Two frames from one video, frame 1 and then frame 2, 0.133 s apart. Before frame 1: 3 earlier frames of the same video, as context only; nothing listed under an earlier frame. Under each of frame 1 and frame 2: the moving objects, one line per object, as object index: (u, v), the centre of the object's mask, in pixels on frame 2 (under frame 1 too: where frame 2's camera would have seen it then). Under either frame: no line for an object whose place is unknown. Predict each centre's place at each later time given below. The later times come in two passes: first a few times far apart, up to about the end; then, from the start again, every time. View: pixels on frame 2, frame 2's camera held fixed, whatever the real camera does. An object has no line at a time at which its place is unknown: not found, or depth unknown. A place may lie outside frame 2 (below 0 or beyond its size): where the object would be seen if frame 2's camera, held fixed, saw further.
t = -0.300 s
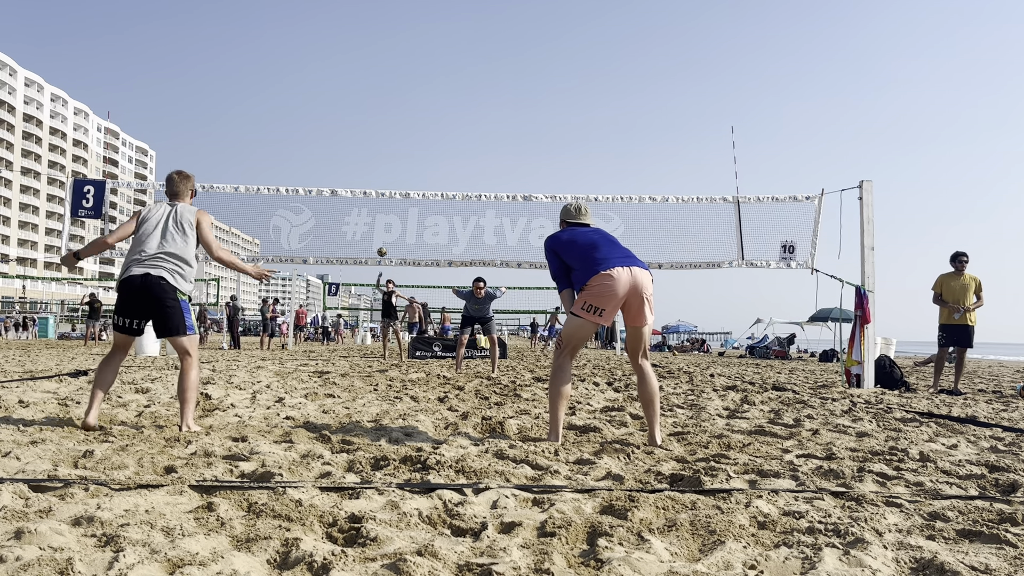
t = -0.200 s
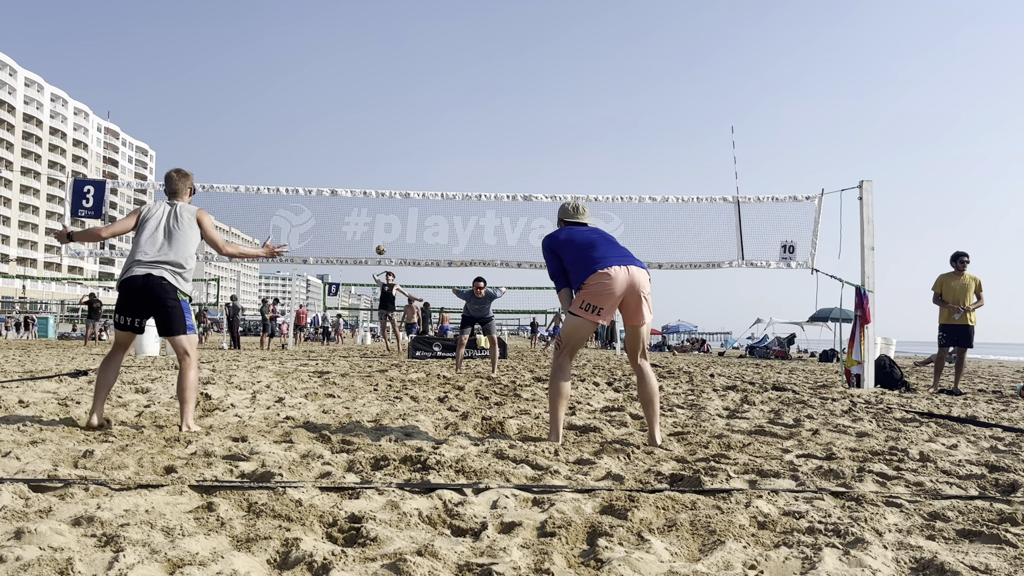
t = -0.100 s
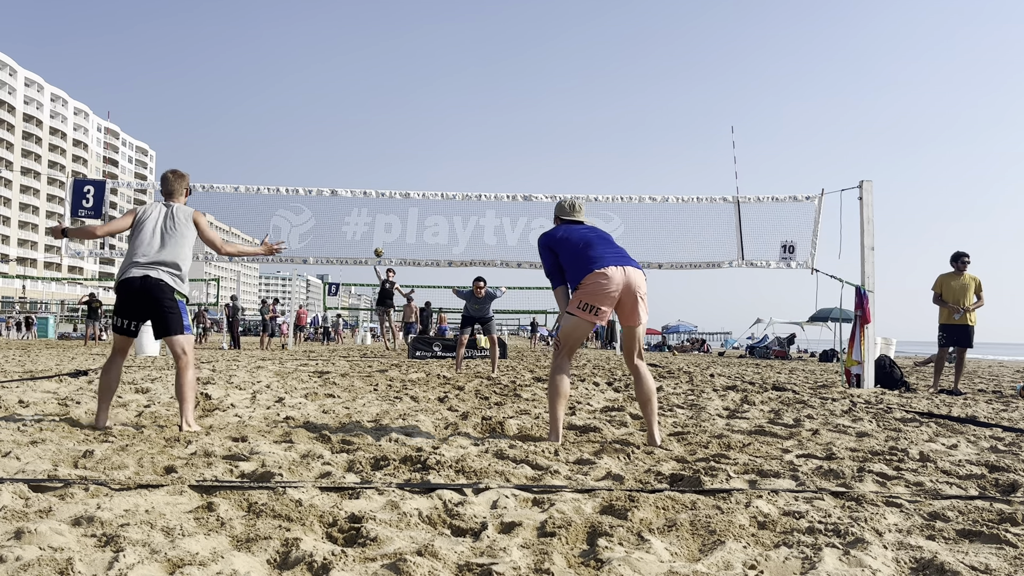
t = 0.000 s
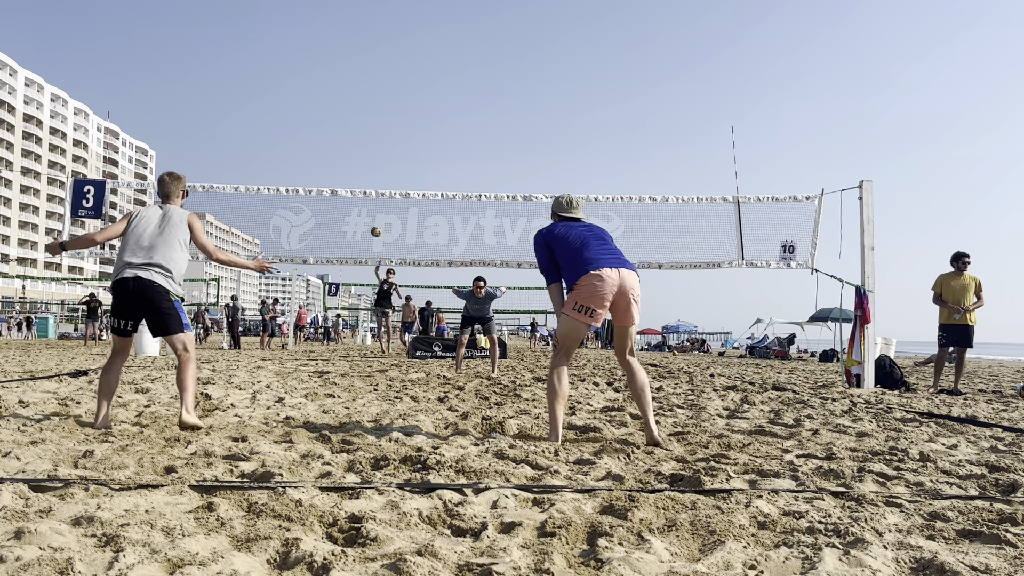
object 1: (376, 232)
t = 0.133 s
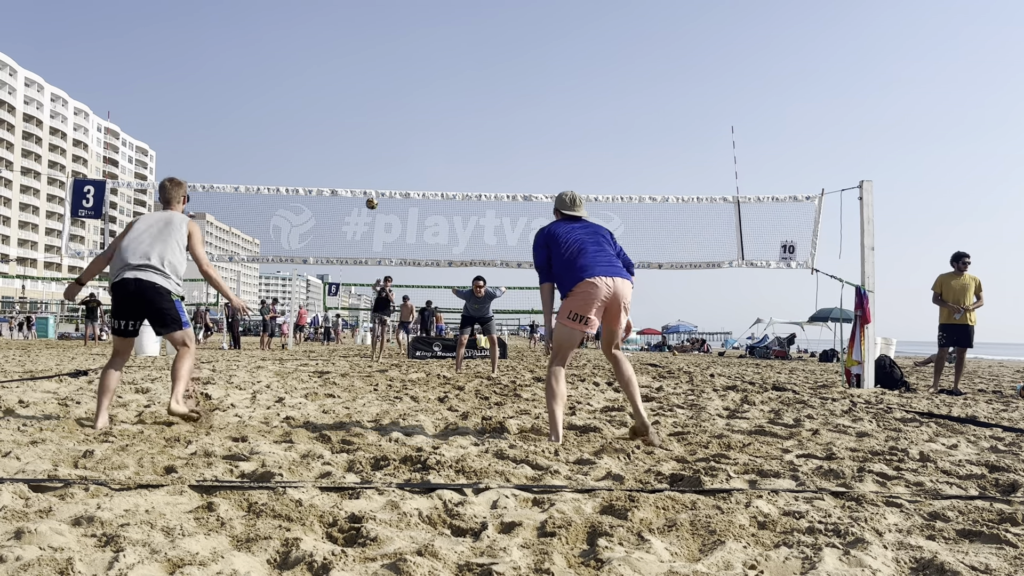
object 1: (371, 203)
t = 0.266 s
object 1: (365, 179)
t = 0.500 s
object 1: (352, 150)
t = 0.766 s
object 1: (335, 158)
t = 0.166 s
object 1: (370, 200)
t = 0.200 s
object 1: (368, 187)
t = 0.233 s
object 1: (367, 184)
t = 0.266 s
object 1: (365, 179)
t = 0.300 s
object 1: (363, 173)
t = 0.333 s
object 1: (362, 168)
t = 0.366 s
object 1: (360, 163)
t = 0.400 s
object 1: (358, 159)
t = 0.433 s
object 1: (356, 155)
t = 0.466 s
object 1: (354, 153)
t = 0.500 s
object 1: (352, 150)
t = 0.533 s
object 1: (351, 148)
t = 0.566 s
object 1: (349, 147)
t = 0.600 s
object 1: (346, 146)
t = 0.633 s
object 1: (344, 147)
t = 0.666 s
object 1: (342, 148)
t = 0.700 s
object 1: (340, 150)
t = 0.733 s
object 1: (337, 153)
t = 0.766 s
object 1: (335, 158)
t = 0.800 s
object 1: (332, 164)
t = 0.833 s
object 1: (329, 172)
